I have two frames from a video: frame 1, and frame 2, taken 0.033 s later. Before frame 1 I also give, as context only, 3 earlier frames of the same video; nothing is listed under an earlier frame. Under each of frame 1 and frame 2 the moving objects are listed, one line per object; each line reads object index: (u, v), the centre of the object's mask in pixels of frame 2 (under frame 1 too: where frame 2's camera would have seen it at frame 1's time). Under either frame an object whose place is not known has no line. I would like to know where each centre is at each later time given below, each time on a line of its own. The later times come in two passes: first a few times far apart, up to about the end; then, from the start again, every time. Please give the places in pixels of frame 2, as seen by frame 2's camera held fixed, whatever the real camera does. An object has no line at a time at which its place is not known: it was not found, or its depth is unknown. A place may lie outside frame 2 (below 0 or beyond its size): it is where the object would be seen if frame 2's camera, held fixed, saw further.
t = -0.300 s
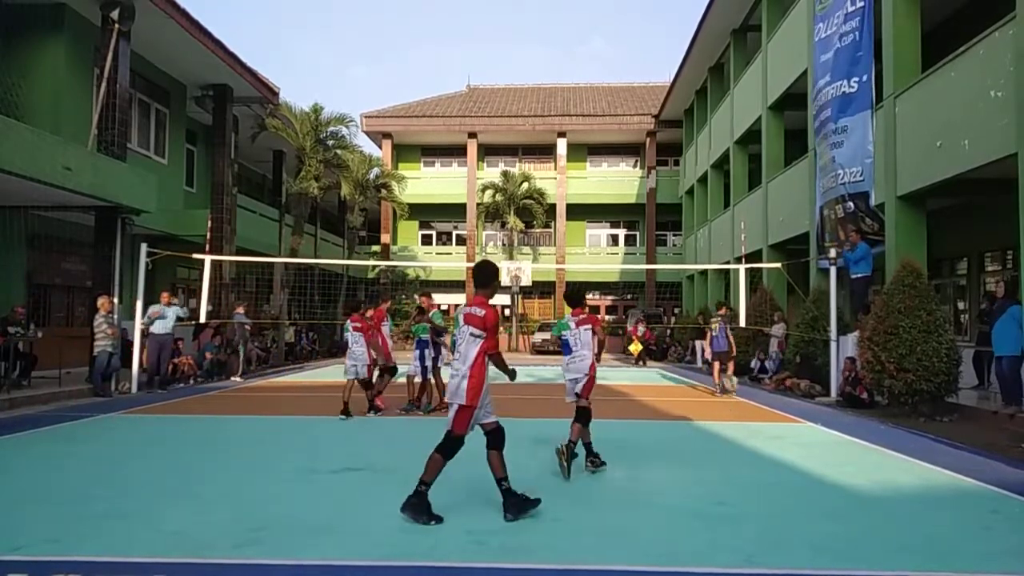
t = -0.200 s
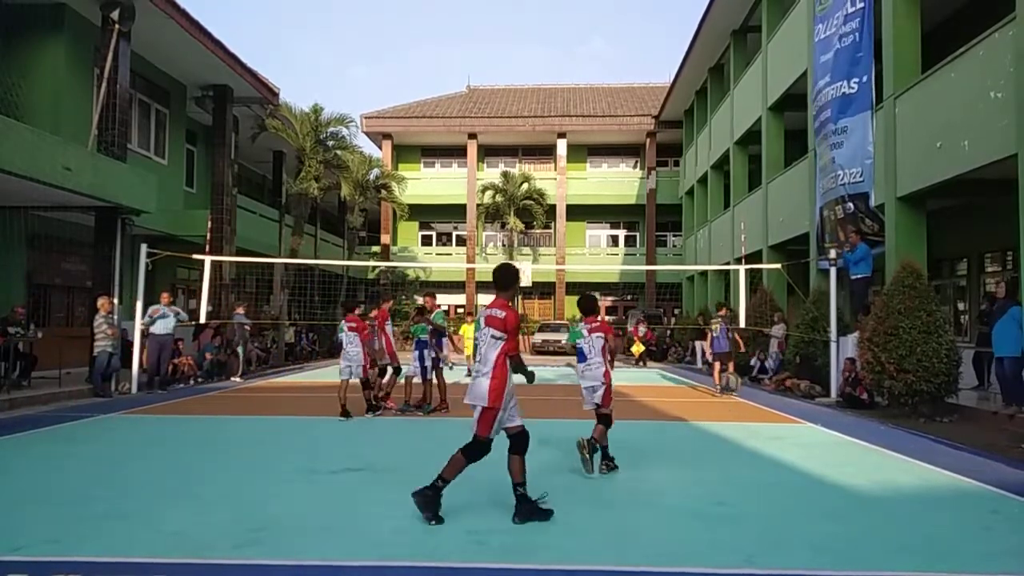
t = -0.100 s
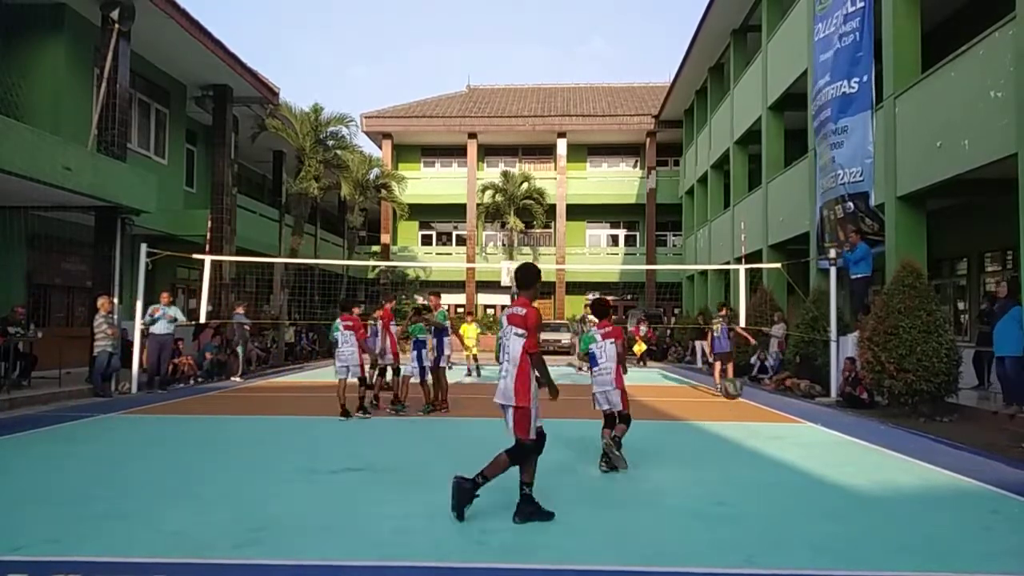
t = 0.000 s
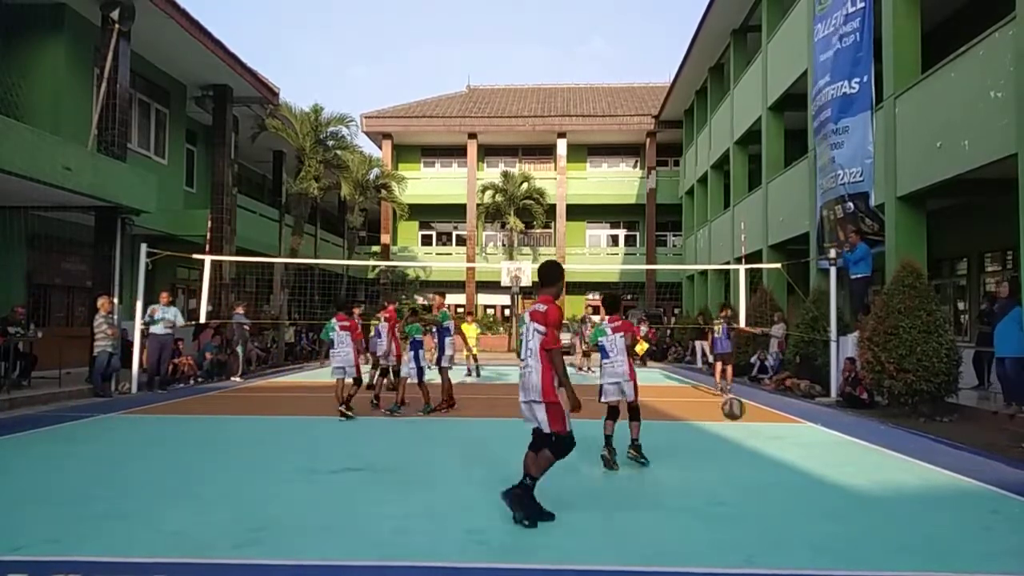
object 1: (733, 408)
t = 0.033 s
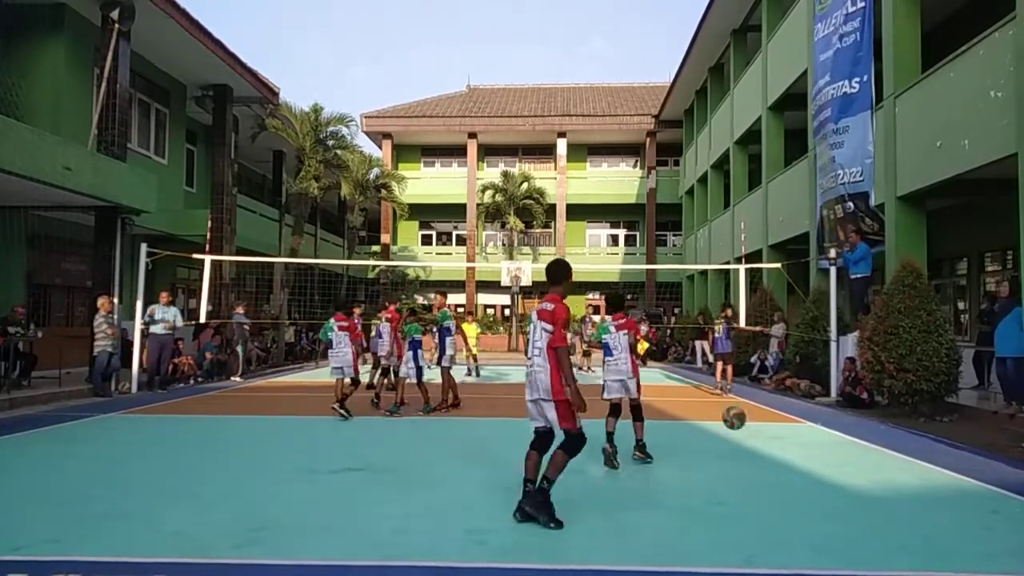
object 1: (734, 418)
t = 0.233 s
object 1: (738, 436)
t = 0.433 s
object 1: (742, 420)
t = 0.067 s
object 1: (734, 429)
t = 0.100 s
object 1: (735, 441)
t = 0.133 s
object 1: (736, 456)
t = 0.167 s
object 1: (737, 451)
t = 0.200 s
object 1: (737, 443)
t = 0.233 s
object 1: (738, 436)
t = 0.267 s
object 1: (738, 430)
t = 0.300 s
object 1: (739, 426)
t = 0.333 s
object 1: (740, 422)
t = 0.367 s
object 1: (741, 420)
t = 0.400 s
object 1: (741, 419)
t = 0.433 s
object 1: (742, 420)
